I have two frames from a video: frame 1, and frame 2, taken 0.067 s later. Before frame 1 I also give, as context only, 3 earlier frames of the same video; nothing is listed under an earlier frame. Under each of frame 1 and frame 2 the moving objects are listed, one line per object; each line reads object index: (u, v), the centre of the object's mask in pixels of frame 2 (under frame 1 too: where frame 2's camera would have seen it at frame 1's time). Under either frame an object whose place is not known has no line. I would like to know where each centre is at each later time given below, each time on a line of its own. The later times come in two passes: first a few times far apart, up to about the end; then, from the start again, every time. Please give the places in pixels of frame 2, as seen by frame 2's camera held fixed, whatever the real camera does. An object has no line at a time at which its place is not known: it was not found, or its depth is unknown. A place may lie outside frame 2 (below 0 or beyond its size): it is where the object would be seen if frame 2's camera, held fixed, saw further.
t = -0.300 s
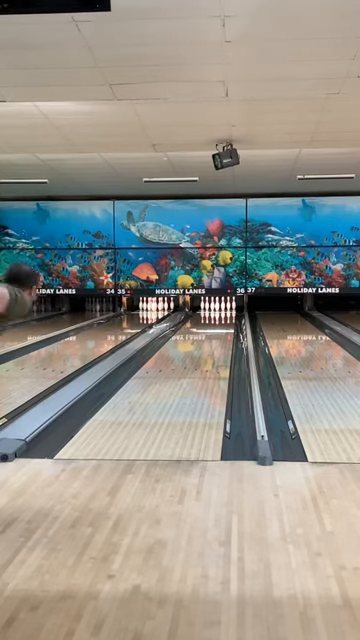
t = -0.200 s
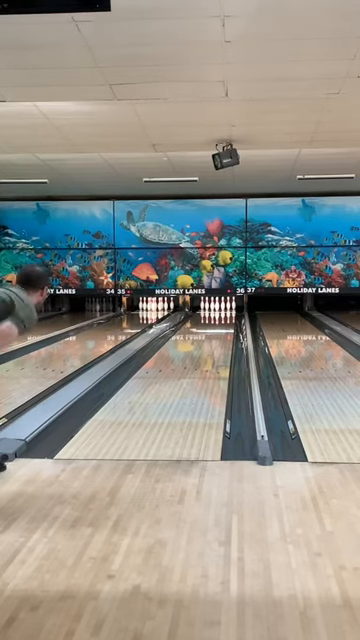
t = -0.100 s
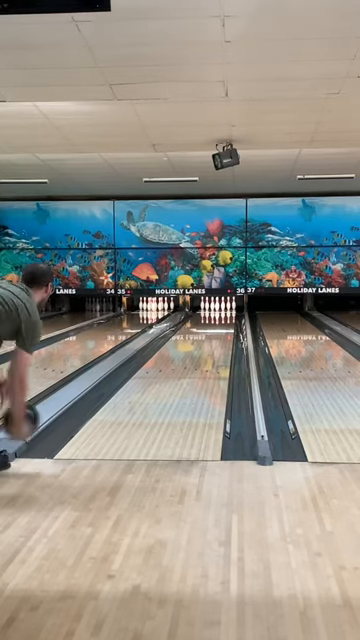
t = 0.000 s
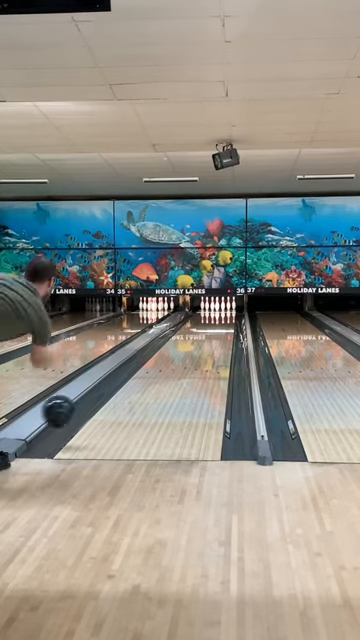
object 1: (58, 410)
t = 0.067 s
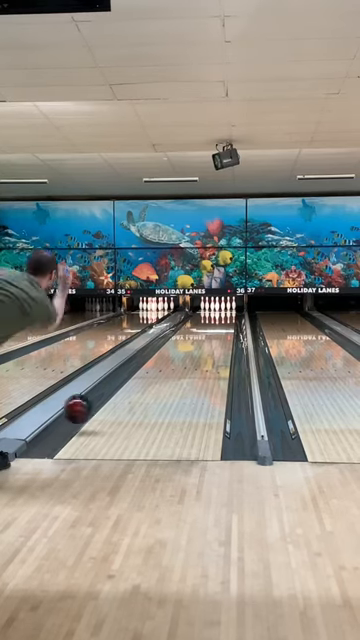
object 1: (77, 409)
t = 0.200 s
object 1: (111, 397)
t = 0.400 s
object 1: (144, 376)
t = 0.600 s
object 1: (166, 360)
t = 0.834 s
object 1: (186, 348)
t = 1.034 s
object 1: (198, 339)
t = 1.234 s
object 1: (208, 332)
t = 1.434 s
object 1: (215, 326)
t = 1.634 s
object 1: (221, 321)
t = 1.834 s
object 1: (225, 318)
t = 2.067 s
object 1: (228, 314)
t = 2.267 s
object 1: (228, 311)
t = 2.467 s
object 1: (223, 309)
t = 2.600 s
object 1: (220, 307)
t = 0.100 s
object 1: (88, 410)
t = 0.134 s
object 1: (96, 407)
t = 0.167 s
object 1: (103, 401)
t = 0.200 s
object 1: (111, 397)
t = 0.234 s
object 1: (117, 394)
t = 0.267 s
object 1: (124, 389)
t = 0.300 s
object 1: (129, 386)
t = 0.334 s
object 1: (134, 382)
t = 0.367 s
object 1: (139, 379)
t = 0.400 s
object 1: (144, 376)
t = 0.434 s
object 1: (148, 373)
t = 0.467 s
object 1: (152, 370)
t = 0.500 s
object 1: (156, 367)
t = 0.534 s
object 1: (159, 365)
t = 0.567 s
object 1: (163, 363)
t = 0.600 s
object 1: (166, 360)
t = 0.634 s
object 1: (170, 358)
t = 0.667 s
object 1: (173, 356)
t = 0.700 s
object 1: (175, 354)
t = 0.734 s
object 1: (178, 353)
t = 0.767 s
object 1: (181, 351)
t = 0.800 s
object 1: (183, 349)
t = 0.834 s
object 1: (186, 348)
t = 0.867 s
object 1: (188, 346)
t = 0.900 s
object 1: (190, 344)
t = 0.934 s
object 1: (192, 343)
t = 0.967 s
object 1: (194, 341)
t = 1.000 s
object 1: (196, 340)
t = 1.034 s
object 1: (198, 339)
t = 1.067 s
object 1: (200, 337)
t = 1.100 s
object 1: (201, 336)
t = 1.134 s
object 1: (203, 335)
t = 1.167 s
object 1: (205, 334)
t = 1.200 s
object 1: (206, 333)
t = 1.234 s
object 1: (208, 332)
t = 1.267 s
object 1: (209, 331)
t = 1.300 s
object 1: (210, 330)
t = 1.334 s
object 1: (212, 329)
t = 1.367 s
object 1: (213, 328)
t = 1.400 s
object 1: (214, 327)
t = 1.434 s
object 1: (215, 326)
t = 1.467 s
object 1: (216, 325)
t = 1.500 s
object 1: (218, 324)
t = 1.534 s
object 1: (219, 324)
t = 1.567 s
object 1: (219, 323)
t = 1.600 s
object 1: (220, 322)
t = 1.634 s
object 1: (221, 321)
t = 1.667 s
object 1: (222, 321)
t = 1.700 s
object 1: (223, 320)
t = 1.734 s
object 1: (224, 319)
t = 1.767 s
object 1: (223, 319)
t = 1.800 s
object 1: (224, 318)
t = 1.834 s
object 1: (225, 318)
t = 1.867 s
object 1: (226, 317)
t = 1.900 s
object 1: (227, 316)
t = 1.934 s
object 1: (227, 316)
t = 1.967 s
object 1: (227, 315)
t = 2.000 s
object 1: (227, 314)
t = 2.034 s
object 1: (227, 314)
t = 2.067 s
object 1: (228, 314)
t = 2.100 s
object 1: (227, 313)
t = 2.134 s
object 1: (227, 312)
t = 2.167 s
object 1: (227, 312)
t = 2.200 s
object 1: (227, 312)
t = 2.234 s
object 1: (227, 312)
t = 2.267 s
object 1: (228, 311)
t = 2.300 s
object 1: (227, 310)
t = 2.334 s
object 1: (226, 310)
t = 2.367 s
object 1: (225, 310)
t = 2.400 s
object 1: (225, 309)
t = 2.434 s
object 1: (224, 309)
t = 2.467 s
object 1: (223, 309)
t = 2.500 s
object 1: (223, 308)
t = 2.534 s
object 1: (222, 308)
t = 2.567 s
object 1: (221, 308)
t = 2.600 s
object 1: (220, 307)
